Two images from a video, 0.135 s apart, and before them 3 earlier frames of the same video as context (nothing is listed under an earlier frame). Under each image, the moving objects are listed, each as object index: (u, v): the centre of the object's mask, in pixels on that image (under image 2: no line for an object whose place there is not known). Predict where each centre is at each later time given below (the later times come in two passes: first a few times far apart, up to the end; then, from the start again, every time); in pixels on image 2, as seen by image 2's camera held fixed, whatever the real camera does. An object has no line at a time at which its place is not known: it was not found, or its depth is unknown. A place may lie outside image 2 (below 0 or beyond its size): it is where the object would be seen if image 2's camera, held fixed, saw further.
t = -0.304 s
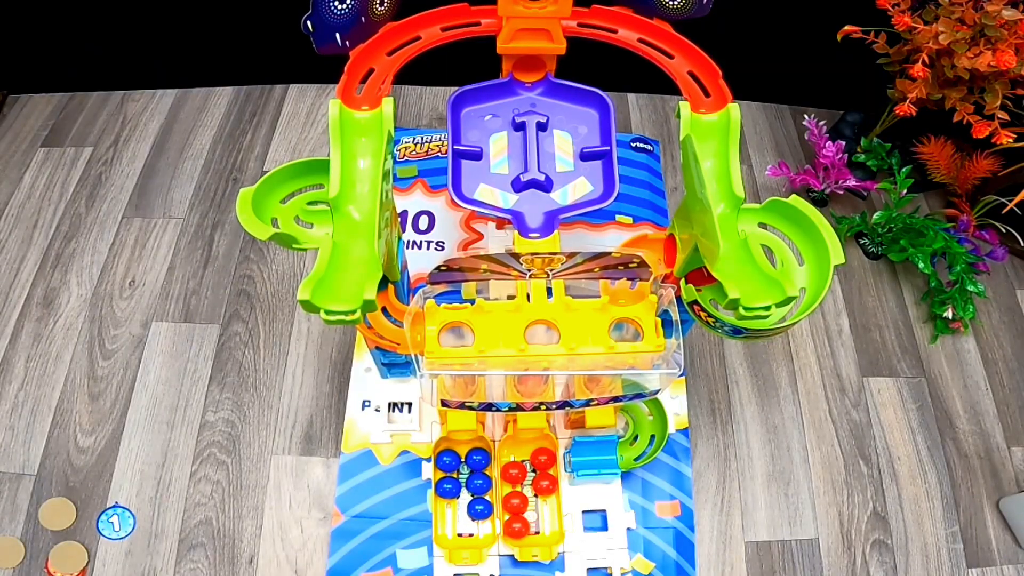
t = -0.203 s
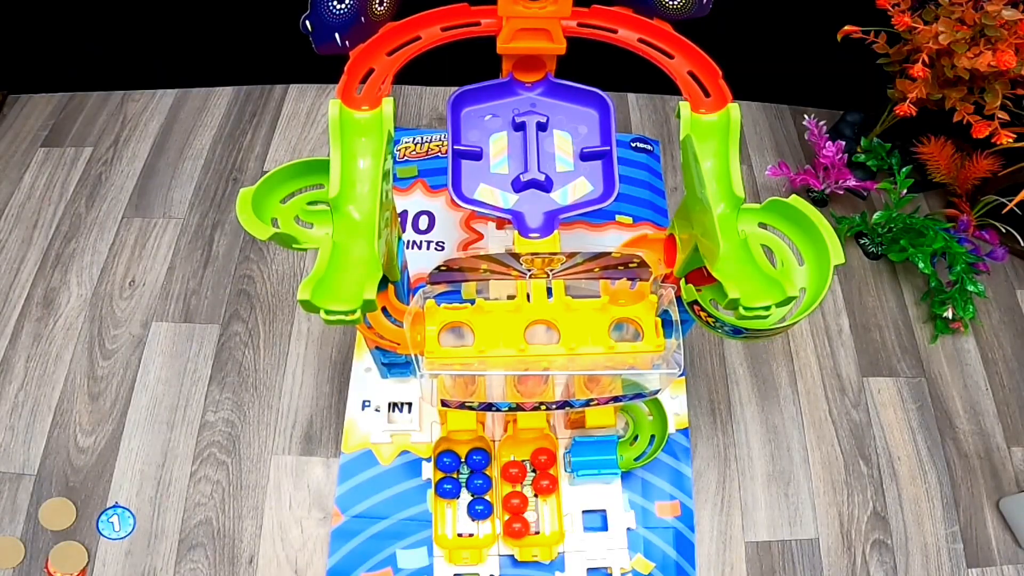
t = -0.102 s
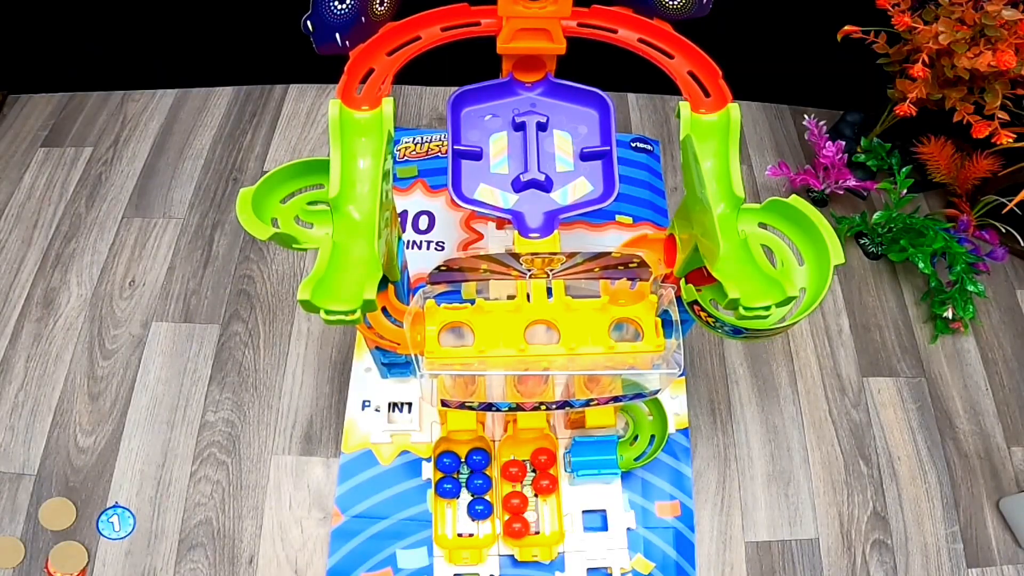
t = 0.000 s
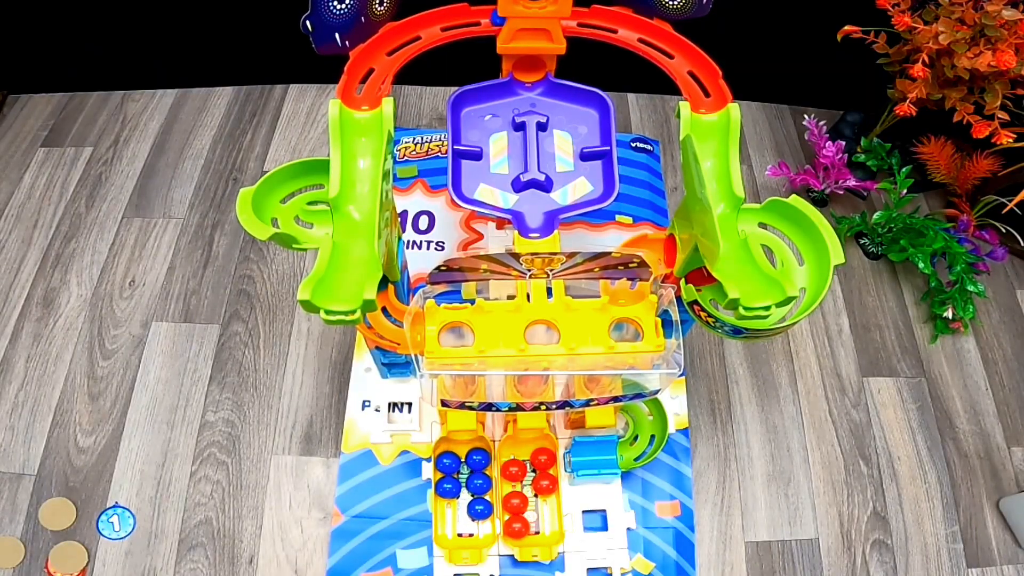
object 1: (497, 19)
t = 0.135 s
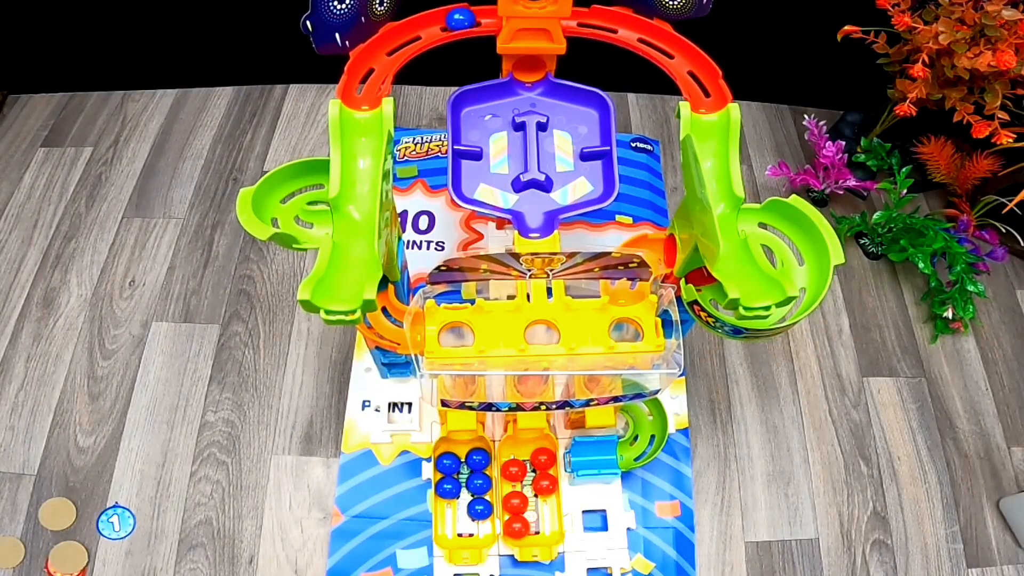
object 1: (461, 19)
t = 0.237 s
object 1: (426, 29)
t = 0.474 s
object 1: (371, 73)
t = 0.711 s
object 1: (362, 147)
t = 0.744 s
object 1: (362, 175)
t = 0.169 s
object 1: (449, 22)
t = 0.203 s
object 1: (437, 26)
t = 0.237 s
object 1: (426, 29)
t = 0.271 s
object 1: (416, 34)
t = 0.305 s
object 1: (405, 40)
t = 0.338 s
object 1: (397, 45)
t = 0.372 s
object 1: (388, 52)
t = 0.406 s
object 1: (381, 59)
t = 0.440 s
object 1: (376, 66)
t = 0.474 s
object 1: (371, 73)
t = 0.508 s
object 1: (367, 80)
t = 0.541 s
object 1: (364, 88)
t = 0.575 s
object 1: (363, 95)
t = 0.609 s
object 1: (363, 101)
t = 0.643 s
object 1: (361, 109)
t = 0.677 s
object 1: (361, 124)
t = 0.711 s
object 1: (362, 147)
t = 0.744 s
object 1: (362, 175)
